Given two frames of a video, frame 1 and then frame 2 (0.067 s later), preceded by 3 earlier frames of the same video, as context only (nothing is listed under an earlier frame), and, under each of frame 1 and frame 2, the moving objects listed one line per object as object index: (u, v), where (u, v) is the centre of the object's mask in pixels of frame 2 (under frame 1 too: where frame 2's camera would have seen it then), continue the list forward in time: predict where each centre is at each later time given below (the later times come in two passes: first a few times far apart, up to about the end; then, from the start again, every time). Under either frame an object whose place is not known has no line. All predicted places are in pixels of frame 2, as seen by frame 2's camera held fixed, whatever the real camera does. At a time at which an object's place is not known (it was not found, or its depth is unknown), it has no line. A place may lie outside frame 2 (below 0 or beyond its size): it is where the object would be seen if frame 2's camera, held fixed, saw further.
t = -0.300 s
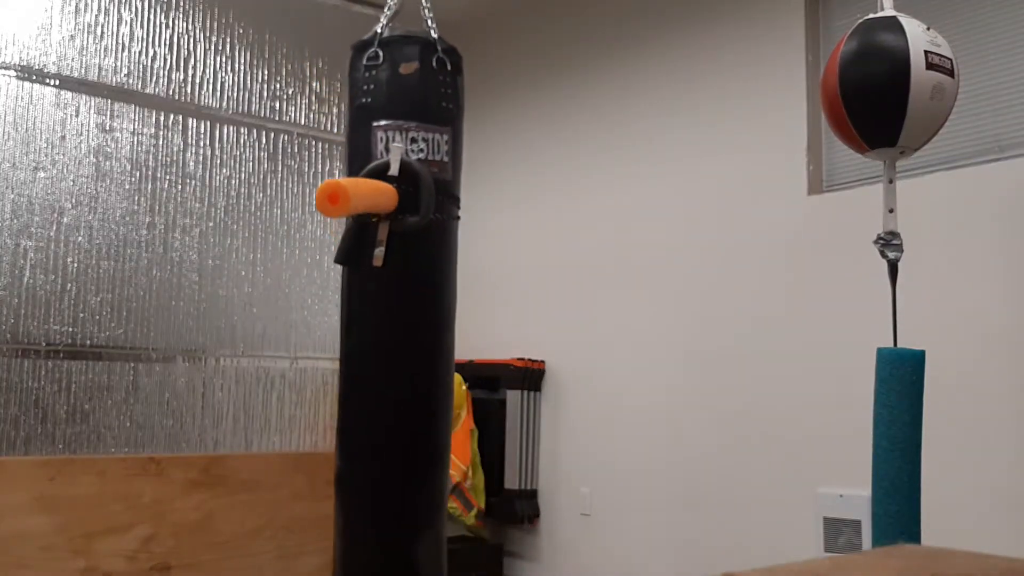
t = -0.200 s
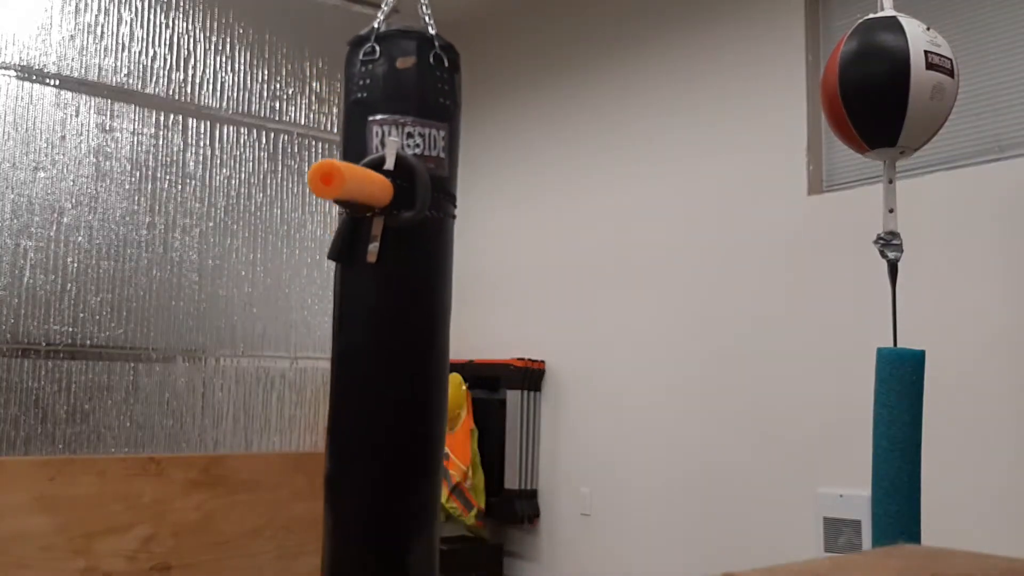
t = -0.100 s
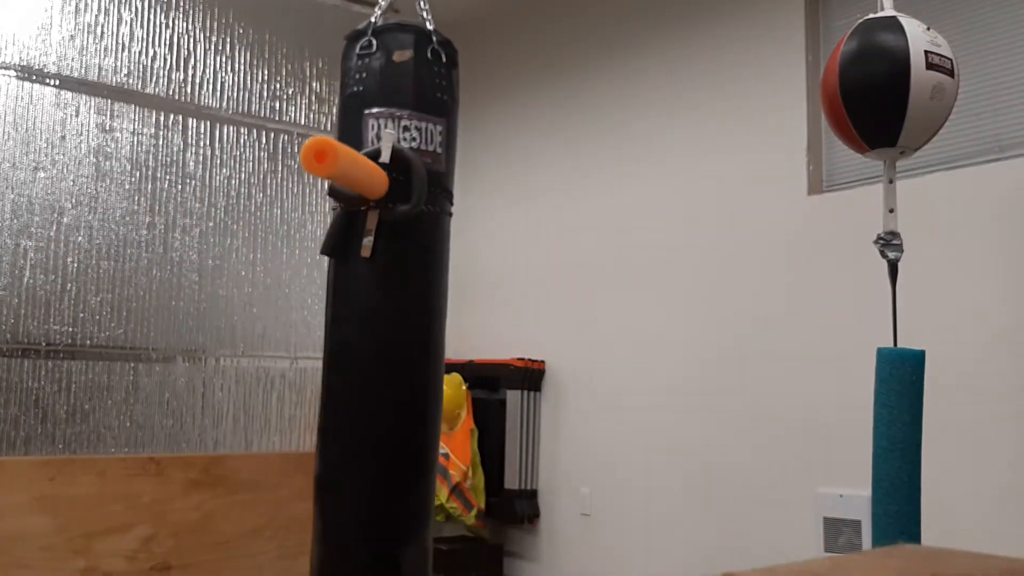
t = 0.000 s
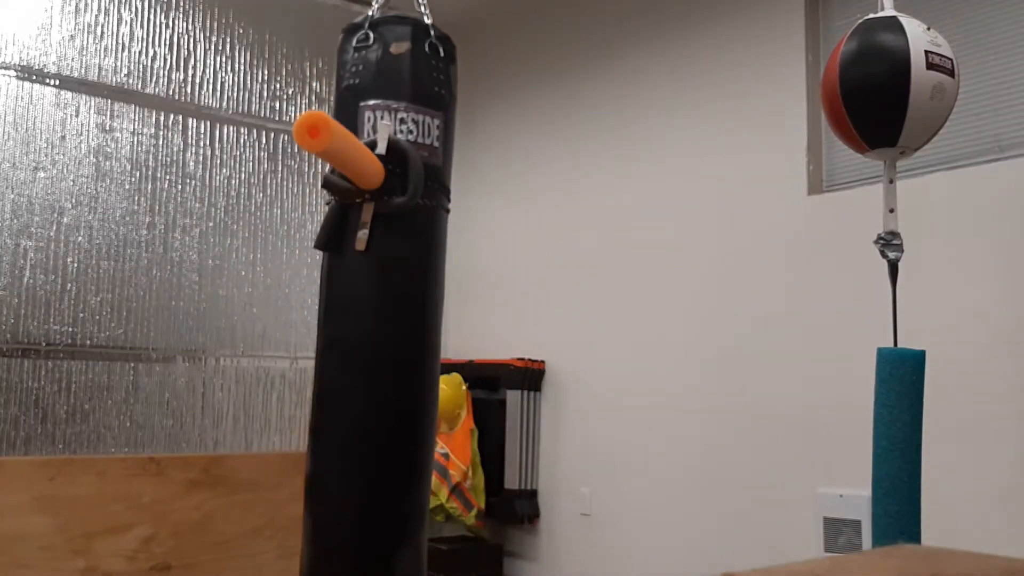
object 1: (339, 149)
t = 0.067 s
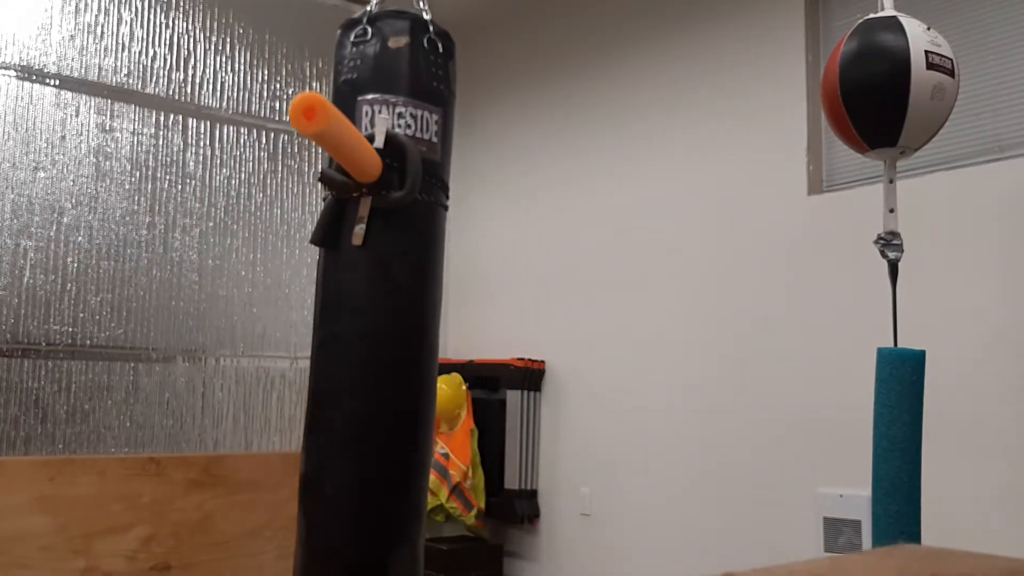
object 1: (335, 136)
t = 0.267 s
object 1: (328, 96)
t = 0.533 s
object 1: (329, 63)
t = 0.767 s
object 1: (335, 60)
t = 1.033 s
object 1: (348, 90)
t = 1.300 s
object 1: (363, 144)
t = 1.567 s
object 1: (375, 191)
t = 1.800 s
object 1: (379, 215)
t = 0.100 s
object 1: (334, 129)
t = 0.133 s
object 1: (333, 123)
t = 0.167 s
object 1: (331, 116)
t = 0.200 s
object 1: (330, 109)
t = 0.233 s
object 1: (329, 102)
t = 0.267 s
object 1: (328, 96)
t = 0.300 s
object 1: (328, 90)
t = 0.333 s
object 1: (327, 84)
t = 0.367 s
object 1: (327, 79)
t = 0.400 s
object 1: (327, 74)
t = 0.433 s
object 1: (327, 69)
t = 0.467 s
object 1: (328, 67)
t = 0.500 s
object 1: (328, 65)
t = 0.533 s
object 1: (329, 63)
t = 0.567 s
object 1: (330, 62)
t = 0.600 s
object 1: (331, 62)
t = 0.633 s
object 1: (332, 61)
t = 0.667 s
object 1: (333, 61)
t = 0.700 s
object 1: (333, 60)
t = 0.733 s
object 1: (334, 60)
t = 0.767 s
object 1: (335, 60)
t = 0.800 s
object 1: (336, 62)
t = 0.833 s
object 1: (337, 63)
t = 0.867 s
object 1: (338, 65)
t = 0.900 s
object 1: (340, 68)
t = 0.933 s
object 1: (342, 73)
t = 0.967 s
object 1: (344, 78)
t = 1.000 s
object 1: (346, 84)
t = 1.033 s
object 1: (348, 90)
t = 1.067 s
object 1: (350, 97)
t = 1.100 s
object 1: (351, 103)
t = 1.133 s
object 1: (354, 110)
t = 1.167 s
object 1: (356, 117)
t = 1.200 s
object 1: (358, 124)
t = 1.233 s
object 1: (360, 131)
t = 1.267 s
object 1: (362, 137)
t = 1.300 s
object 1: (363, 144)
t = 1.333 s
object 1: (365, 151)
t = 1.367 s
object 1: (368, 157)
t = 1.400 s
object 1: (369, 163)
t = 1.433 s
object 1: (370, 169)
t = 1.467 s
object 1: (372, 175)
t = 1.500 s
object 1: (373, 180)
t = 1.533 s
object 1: (374, 185)
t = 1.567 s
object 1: (375, 191)
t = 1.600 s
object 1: (376, 195)
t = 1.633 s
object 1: (377, 199)
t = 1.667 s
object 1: (378, 203)
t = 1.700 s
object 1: (378, 207)
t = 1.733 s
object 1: (379, 210)
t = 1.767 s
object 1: (379, 212)
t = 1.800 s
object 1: (379, 215)
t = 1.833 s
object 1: (379, 217)
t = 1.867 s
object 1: (378, 221)
